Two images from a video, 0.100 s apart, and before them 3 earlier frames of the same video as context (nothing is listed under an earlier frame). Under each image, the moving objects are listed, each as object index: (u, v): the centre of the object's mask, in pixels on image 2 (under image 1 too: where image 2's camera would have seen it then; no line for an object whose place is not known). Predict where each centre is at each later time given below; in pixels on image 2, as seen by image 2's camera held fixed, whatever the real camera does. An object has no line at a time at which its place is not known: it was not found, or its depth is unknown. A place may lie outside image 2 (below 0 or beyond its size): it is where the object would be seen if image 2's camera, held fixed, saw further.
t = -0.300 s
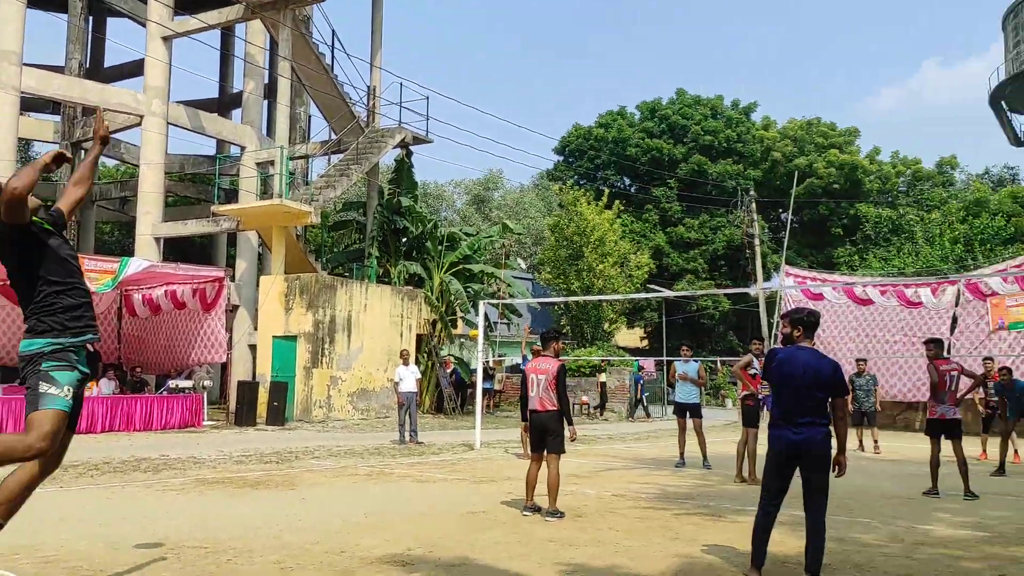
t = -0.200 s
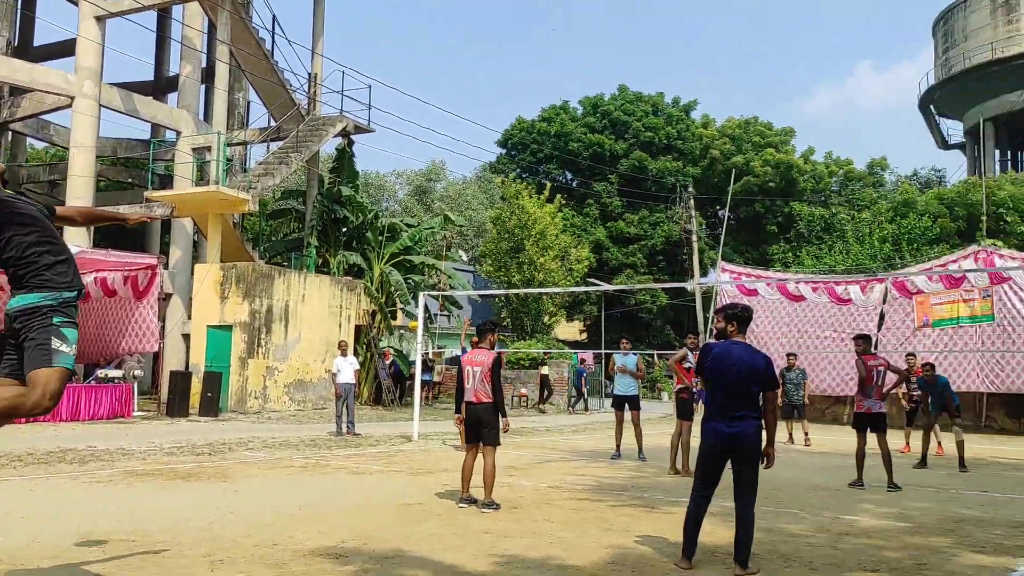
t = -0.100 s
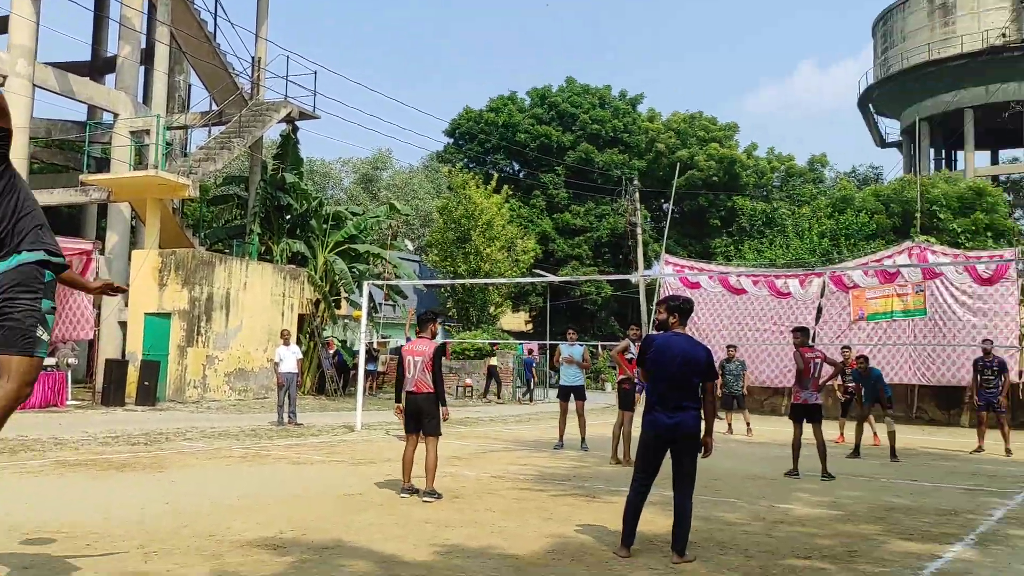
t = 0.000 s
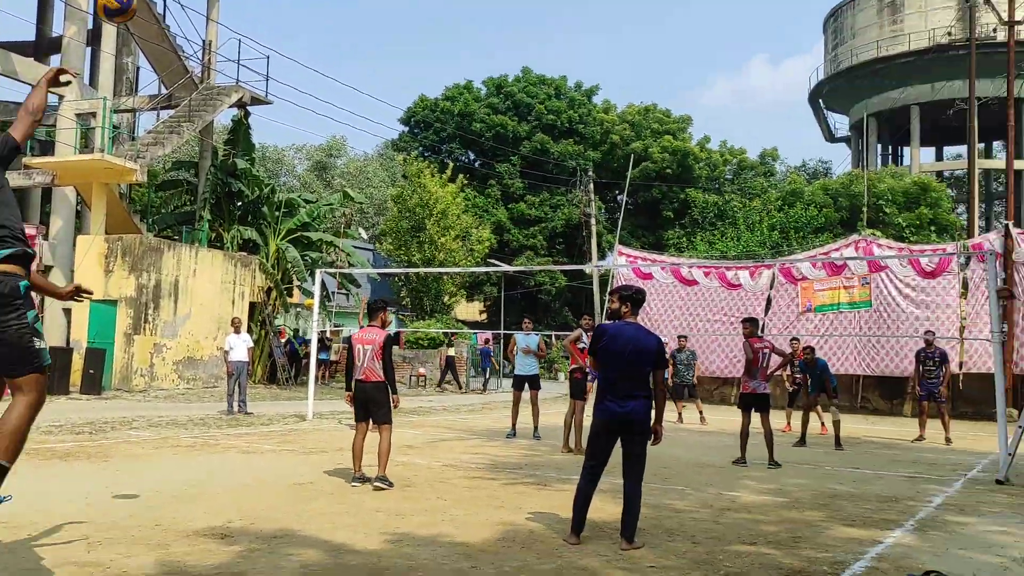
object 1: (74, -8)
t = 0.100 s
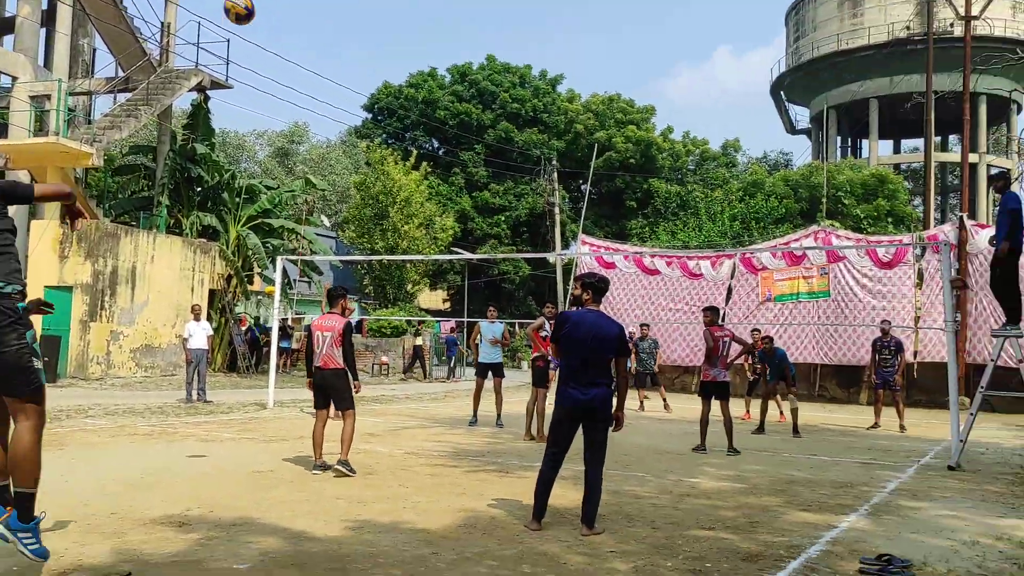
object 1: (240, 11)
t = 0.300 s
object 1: (387, 73)
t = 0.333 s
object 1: (400, 85)
